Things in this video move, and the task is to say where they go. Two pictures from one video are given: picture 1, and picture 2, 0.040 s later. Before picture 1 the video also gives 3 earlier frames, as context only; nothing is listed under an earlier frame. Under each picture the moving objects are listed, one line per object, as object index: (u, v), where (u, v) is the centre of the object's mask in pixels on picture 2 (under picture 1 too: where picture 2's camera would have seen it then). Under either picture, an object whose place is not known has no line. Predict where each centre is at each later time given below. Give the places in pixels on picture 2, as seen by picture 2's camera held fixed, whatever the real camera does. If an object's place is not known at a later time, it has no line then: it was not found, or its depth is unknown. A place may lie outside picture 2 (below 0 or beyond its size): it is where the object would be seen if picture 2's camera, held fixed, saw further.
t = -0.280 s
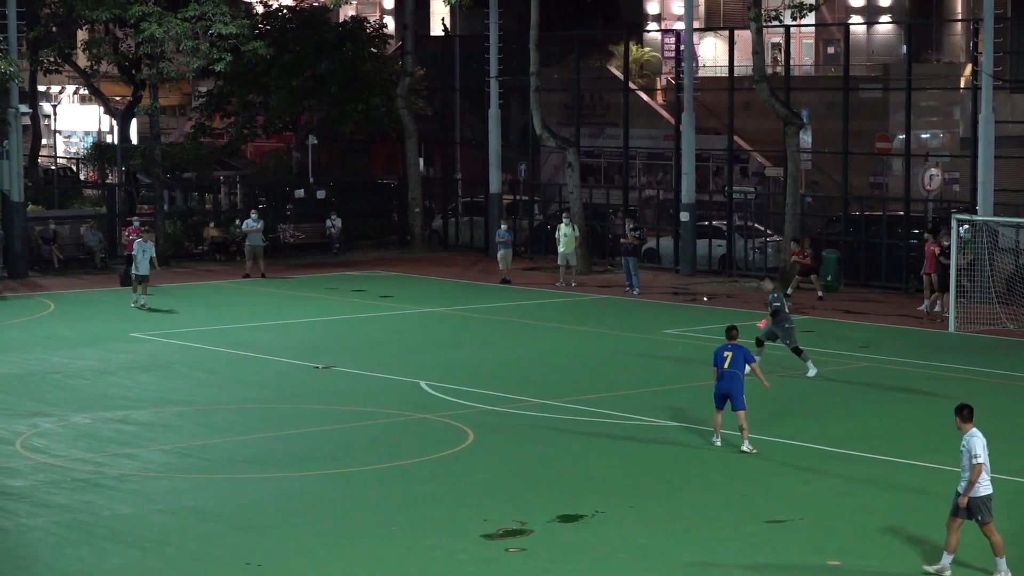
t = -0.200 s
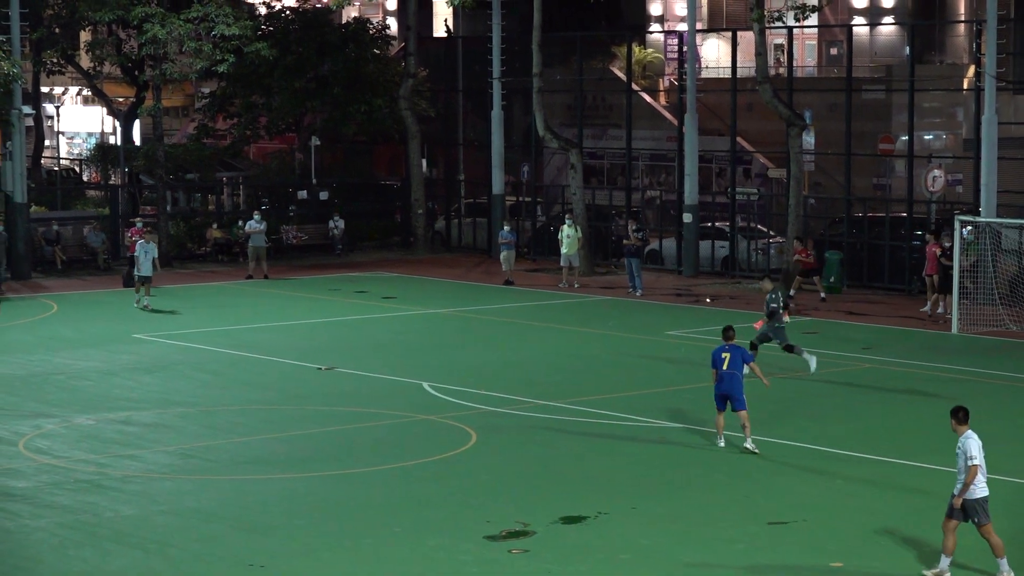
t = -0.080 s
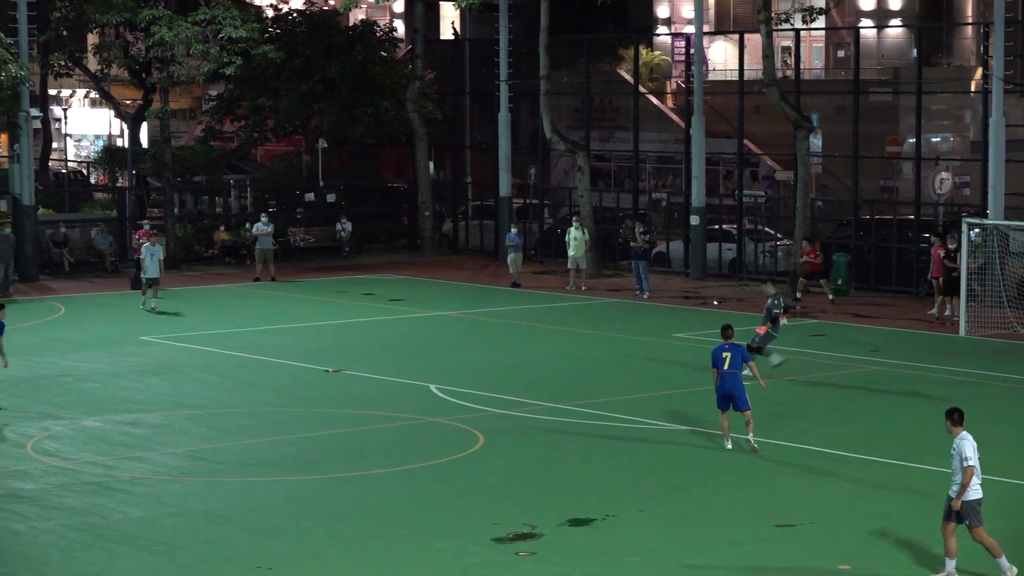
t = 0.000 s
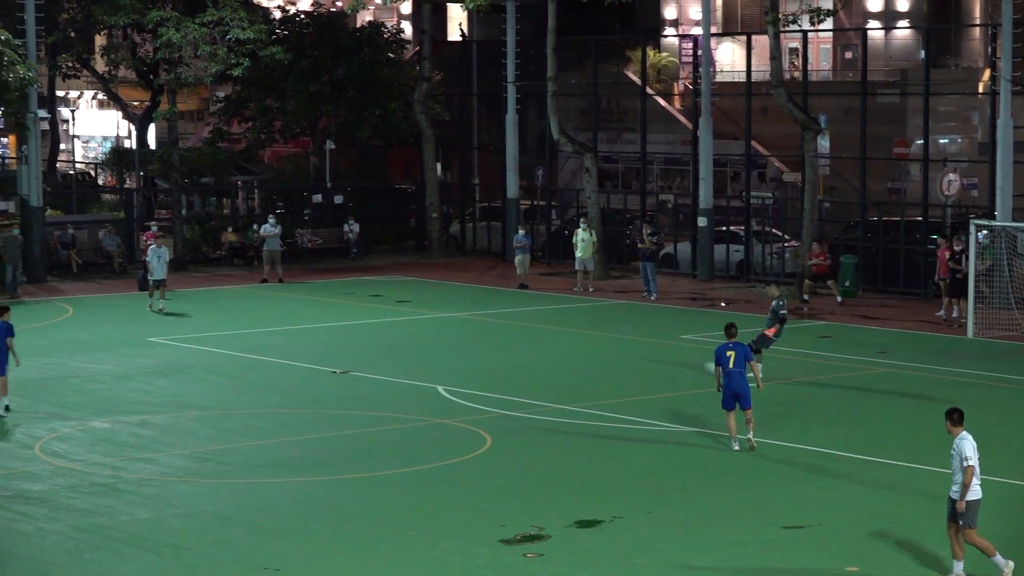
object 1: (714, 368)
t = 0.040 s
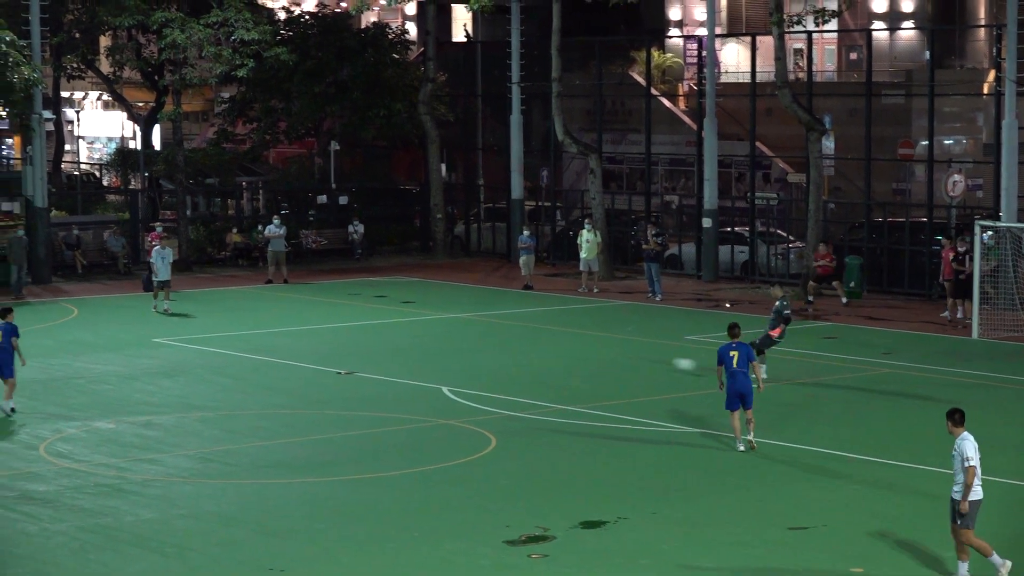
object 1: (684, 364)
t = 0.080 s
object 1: (648, 360)
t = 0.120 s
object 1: (614, 357)
